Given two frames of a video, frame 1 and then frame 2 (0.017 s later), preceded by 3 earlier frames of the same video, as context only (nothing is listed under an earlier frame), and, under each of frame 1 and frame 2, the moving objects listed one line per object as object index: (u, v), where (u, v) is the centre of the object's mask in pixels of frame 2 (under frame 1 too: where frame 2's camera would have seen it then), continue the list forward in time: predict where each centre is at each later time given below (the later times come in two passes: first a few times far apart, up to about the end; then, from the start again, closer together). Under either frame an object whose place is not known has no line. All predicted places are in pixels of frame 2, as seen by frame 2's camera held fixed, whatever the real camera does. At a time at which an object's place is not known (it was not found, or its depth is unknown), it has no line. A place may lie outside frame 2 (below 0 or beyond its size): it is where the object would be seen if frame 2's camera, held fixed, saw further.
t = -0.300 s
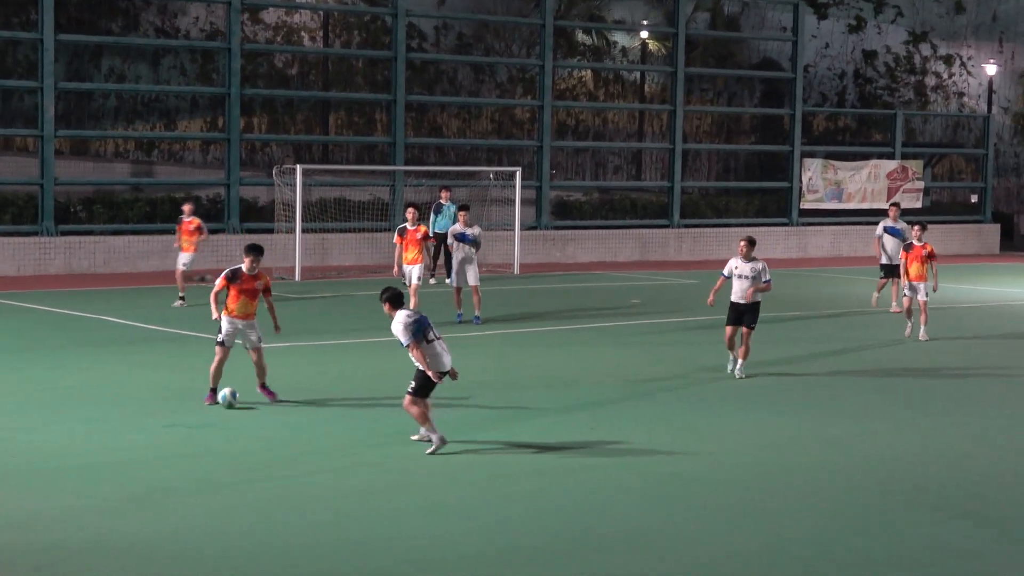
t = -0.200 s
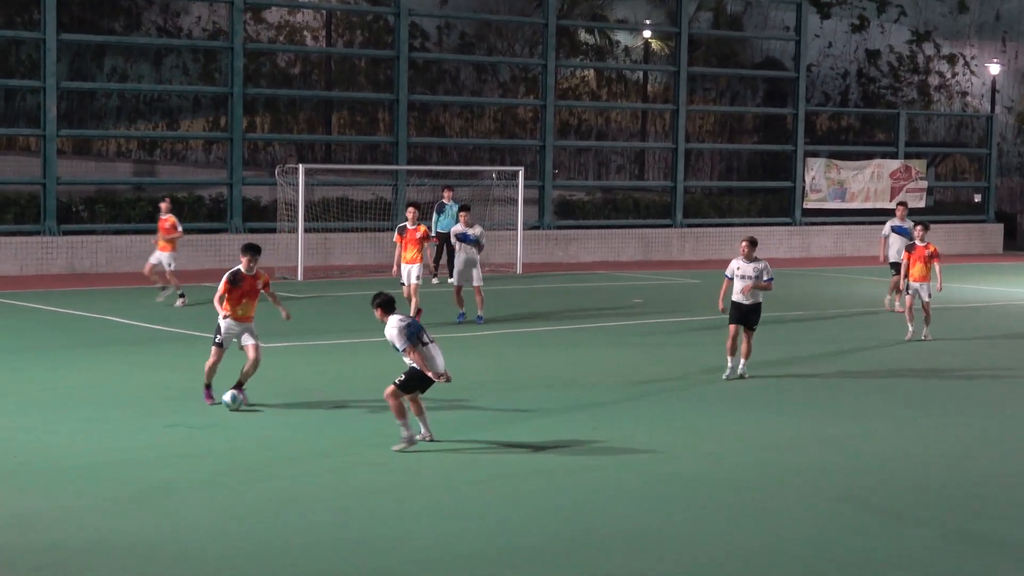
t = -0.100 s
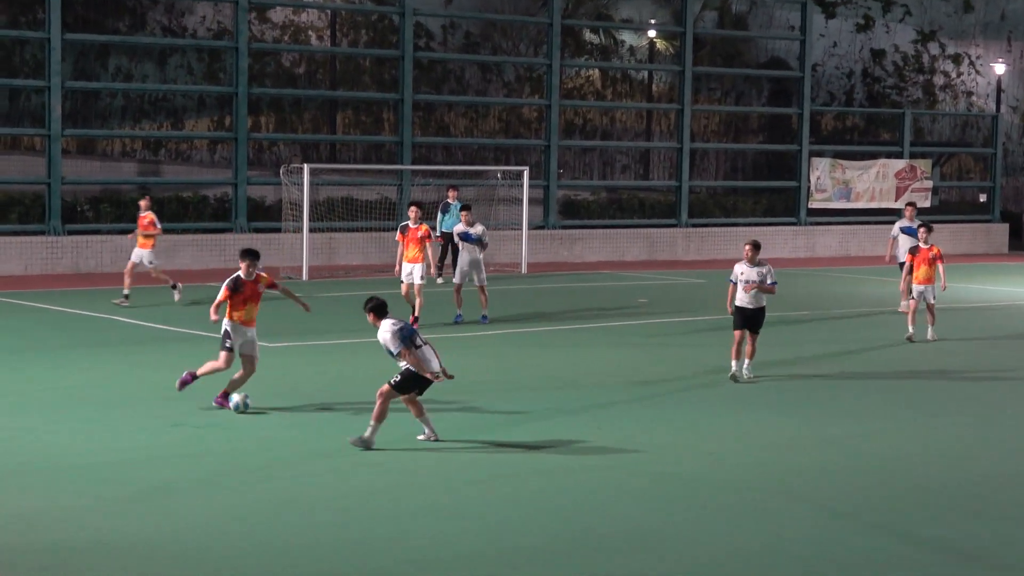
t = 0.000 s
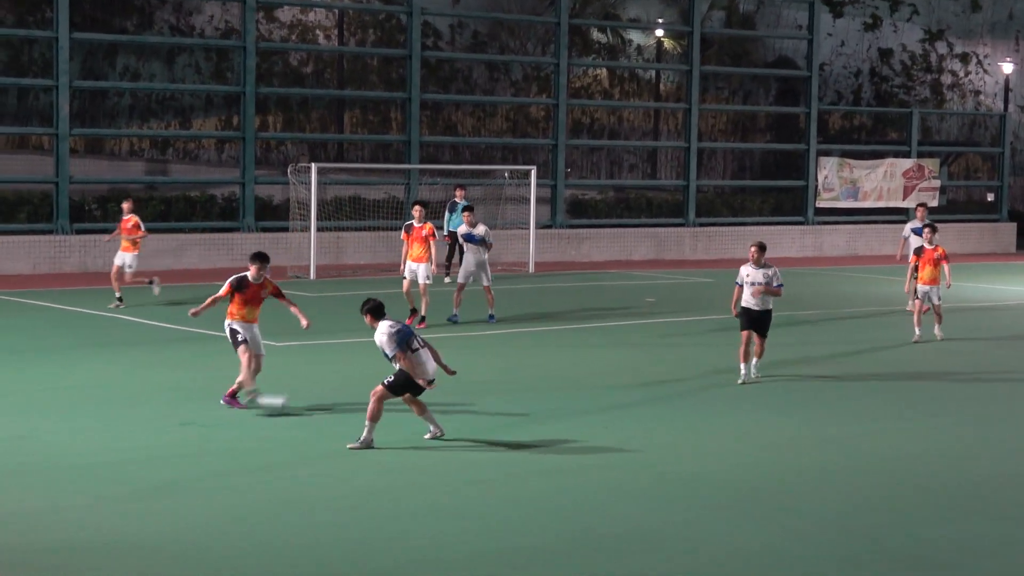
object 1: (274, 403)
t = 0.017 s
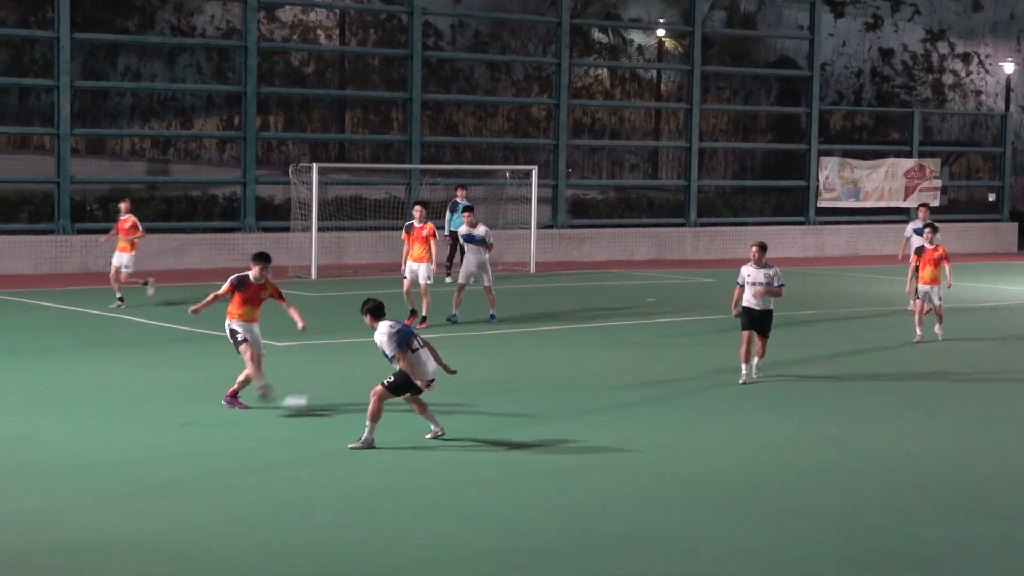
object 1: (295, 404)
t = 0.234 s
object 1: (565, 408)
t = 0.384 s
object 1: (721, 412)
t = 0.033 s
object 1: (320, 405)
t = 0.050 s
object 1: (340, 403)
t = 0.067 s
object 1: (356, 403)
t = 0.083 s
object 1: (388, 404)
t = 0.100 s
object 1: (400, 402)
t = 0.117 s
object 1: (432, 404)
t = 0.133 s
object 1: (448, 405)
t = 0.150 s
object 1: (468, 407)
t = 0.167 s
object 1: (490, 410)
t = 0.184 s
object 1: (511, 411)
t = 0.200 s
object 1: (529, 411)
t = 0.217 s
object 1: (547, 409)
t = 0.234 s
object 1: (565, 408)
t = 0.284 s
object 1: (621, 409)
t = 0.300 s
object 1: (639, 410)
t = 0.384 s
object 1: (721, 412)
